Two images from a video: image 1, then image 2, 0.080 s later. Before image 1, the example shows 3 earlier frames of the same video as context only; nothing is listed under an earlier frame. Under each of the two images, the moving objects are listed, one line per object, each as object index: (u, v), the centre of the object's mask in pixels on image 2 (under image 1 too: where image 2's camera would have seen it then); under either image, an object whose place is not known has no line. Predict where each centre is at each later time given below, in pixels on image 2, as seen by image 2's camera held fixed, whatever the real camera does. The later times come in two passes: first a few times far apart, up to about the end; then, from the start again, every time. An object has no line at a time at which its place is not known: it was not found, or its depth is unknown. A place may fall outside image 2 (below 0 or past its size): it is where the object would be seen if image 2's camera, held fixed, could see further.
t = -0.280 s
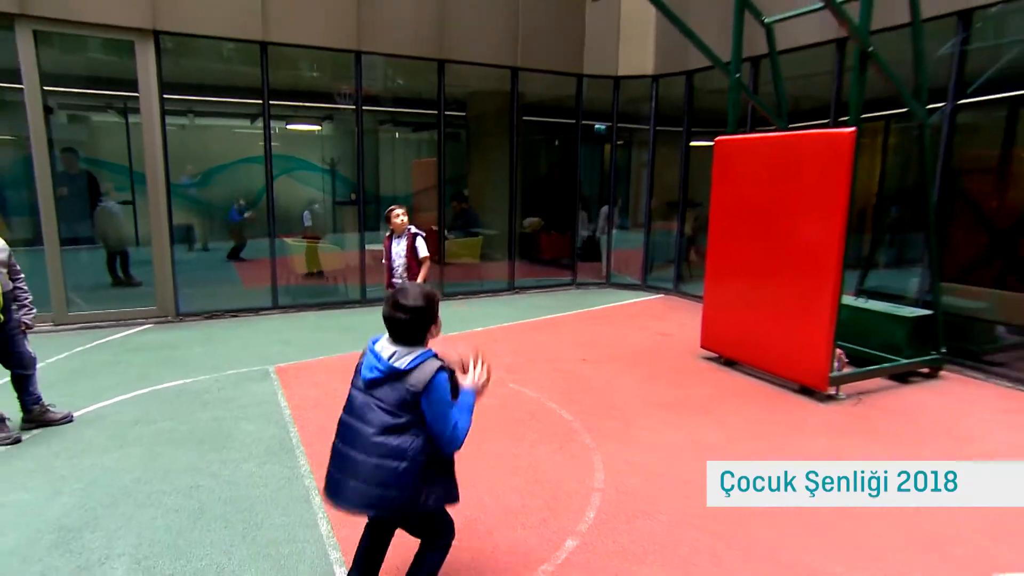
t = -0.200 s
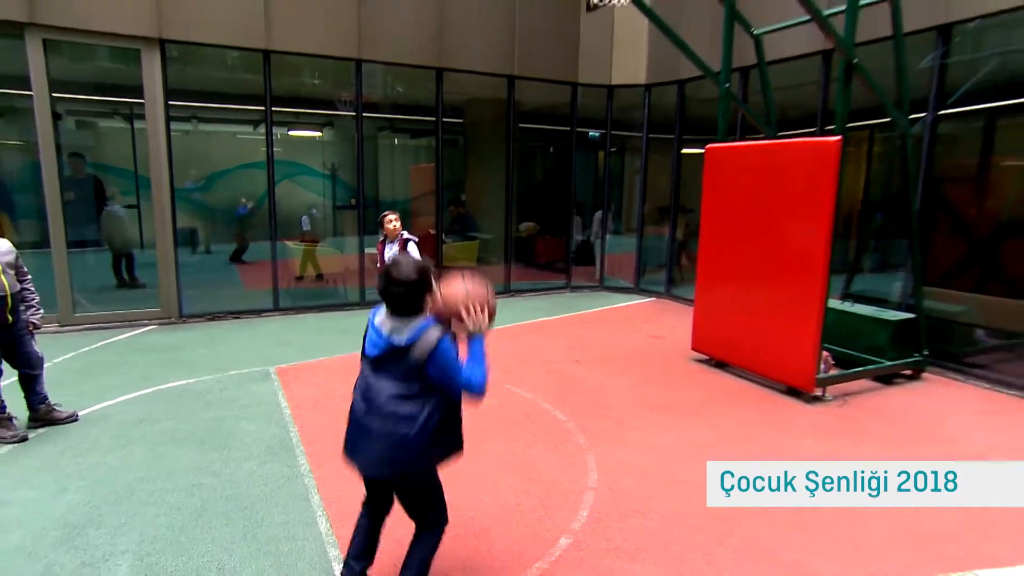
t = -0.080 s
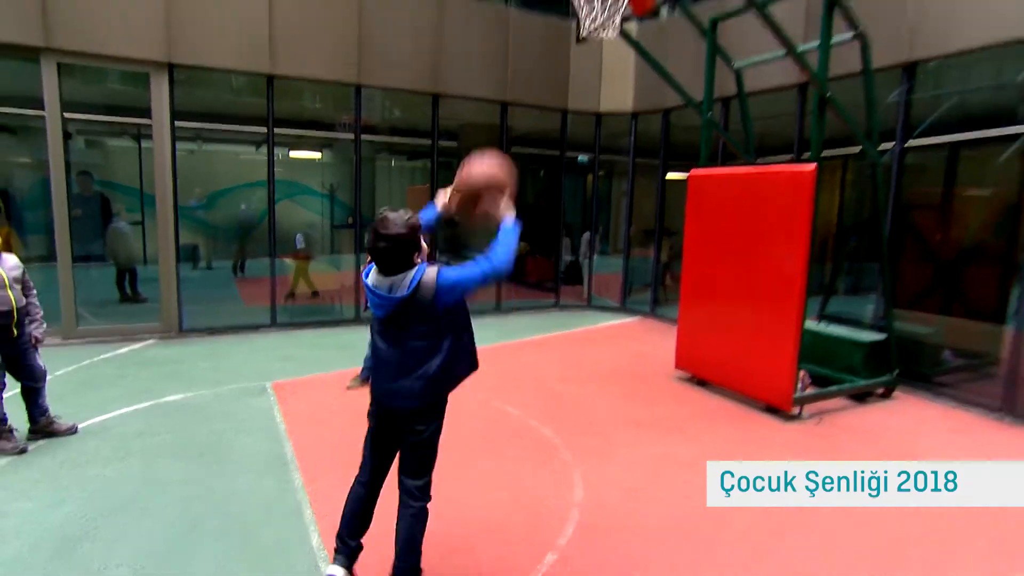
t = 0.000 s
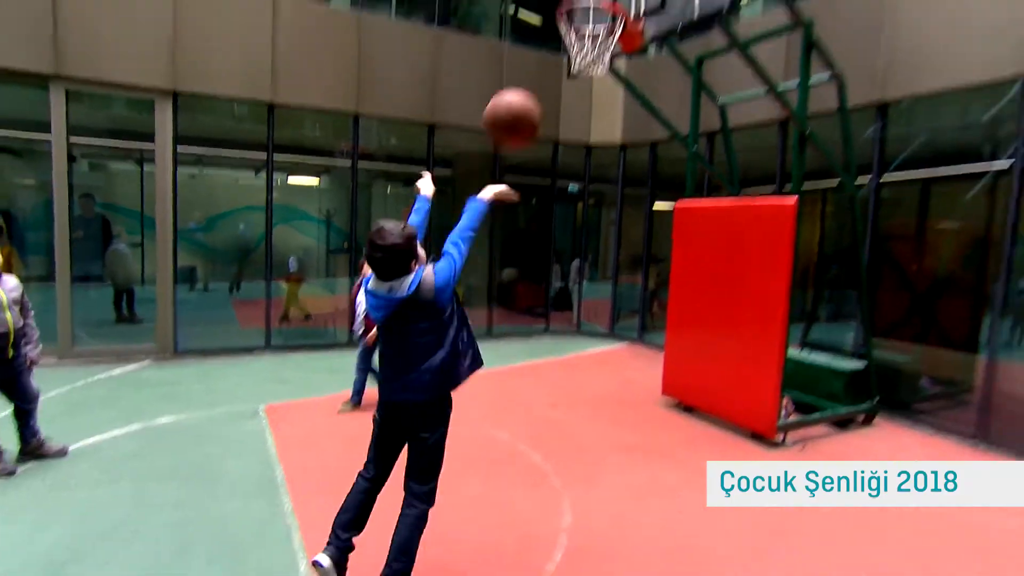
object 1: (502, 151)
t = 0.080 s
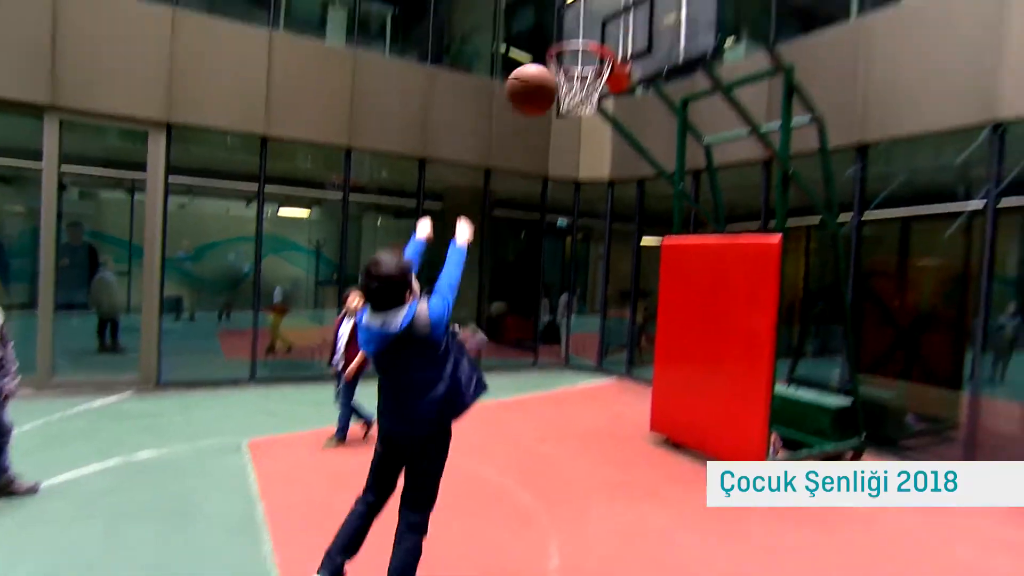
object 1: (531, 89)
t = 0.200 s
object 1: (564, 35)
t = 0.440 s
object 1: (610, 13)
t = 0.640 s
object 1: (598, 39)
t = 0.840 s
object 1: (567, 89)
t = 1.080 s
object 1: (592, 194)
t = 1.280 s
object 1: (608, 341)
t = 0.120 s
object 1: (543, 67)
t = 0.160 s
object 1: (554, 48)
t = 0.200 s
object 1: (564, 35)
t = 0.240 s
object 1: (573, 23)
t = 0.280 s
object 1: (581, 16)
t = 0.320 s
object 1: (590, 13)
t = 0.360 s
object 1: (597, 10)
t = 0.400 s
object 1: (604, 10)
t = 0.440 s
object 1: (610, 13)
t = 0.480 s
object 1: (616, 18)
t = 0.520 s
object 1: (621, 24)
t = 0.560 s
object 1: (621, 30)
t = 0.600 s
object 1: (609, 34)
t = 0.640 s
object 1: (598, 39)
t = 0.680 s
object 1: (588, 43)
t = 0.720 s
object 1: (575, 56)
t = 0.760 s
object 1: (565, 71)
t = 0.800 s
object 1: (564, 78)
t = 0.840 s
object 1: (567, 89)
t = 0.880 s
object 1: (570, 104)
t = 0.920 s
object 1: (575, 124)
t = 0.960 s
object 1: (579, 133)
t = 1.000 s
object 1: (584, 149)
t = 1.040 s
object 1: (588, 170)
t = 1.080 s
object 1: (592, 194)
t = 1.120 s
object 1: (595, 218)
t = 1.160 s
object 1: (598, 246)
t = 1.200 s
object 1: (602, 276)
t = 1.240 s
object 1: (605, 307)
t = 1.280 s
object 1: (608, 341)
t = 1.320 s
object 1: (607, 378)
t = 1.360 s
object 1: (610, 422)
